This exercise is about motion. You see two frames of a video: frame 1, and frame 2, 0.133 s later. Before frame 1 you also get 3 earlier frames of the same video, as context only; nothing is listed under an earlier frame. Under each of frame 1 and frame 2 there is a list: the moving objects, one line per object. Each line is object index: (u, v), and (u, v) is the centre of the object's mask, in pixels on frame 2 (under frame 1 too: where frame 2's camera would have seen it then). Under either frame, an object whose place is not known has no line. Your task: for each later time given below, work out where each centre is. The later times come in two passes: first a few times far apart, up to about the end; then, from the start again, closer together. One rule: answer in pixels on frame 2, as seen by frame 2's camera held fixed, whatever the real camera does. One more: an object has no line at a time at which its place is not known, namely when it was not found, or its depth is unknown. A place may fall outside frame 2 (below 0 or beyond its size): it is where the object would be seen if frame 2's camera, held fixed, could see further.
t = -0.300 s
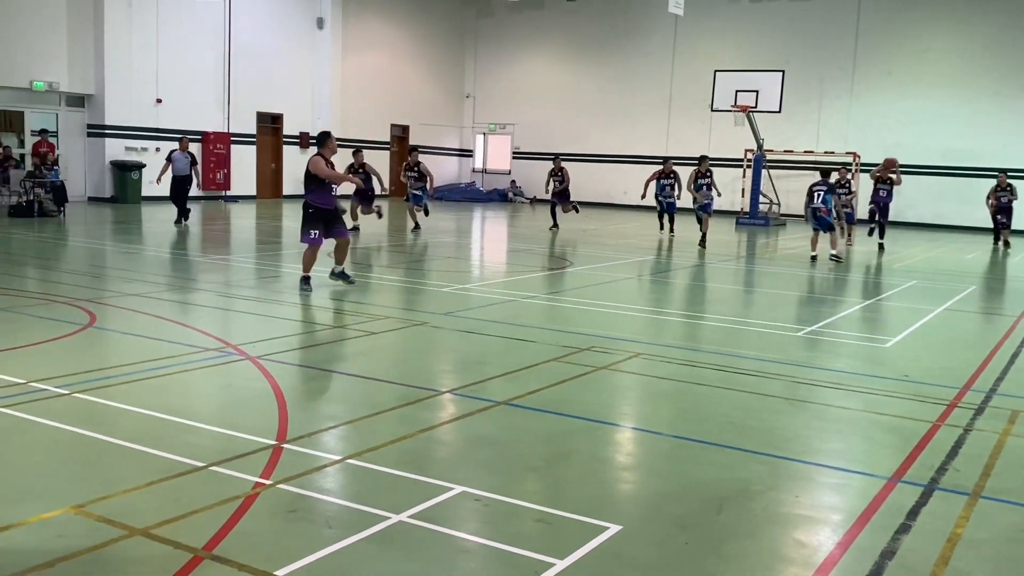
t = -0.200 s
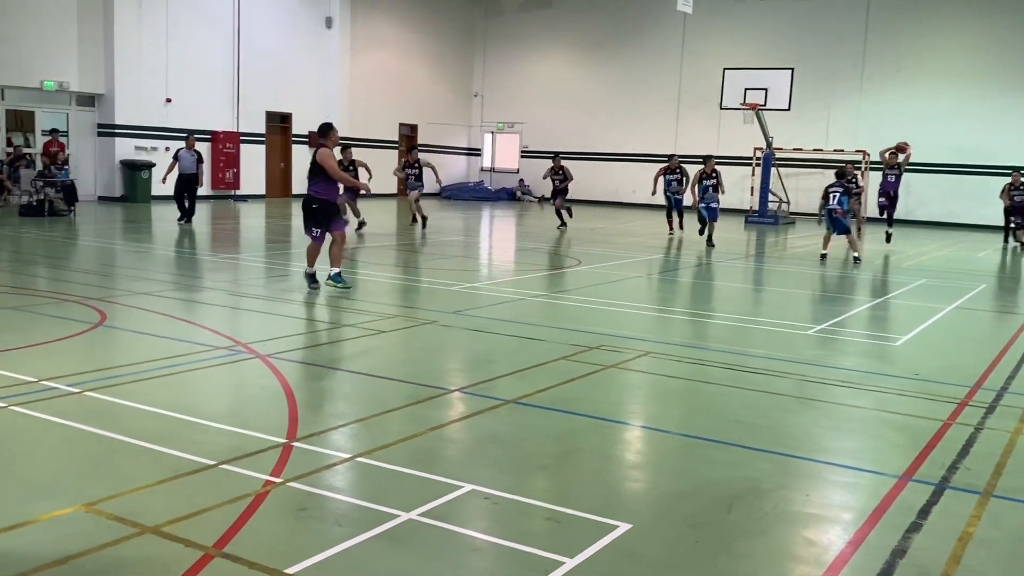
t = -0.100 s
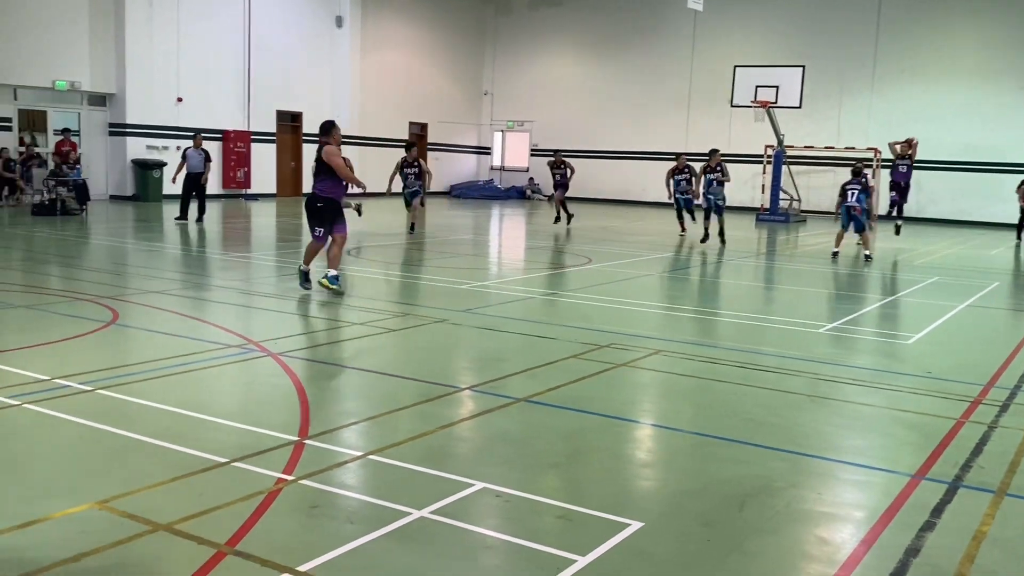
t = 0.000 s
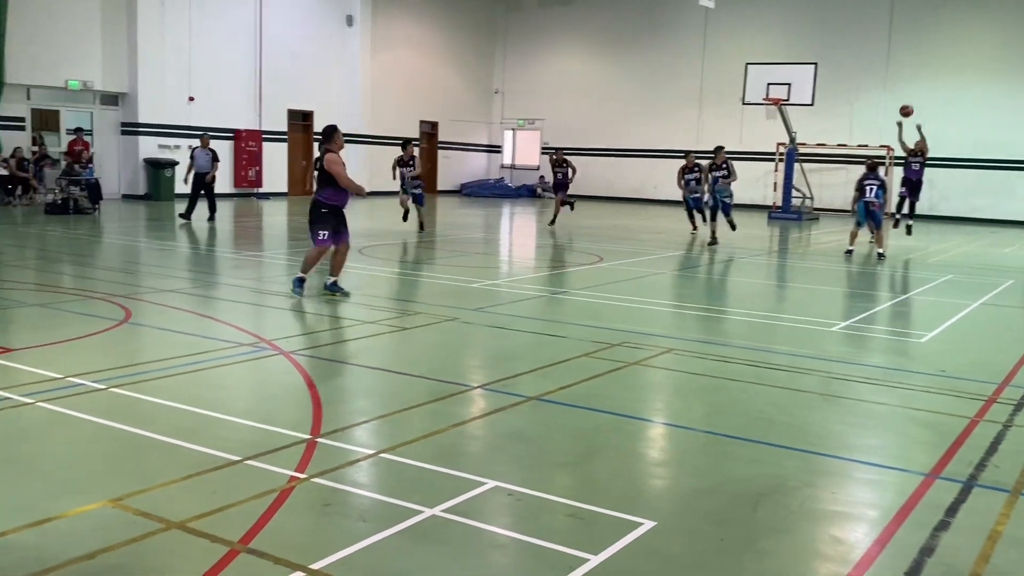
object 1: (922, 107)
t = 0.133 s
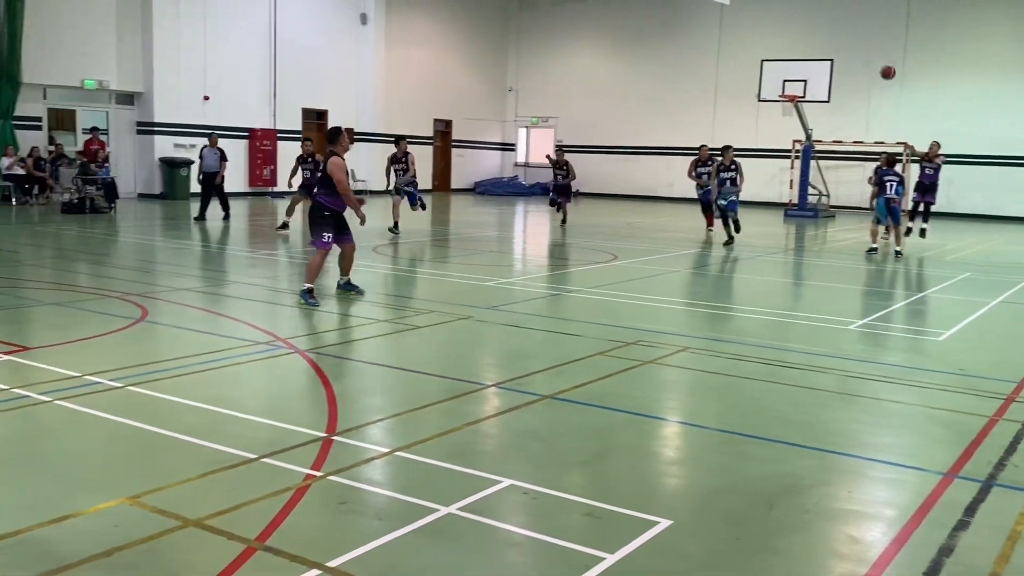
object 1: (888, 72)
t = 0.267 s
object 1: (846, 45)
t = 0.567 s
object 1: (727, 19)
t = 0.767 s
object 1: (619, 42)
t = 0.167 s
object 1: (878, 65)
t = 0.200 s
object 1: (868, 58)
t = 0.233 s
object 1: (857, 51)
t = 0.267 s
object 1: (846, 45)
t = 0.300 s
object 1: (835, 40)
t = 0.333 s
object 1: (823, 35)
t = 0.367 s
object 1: (811, 30)
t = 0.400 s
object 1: (799, 27)
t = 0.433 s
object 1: (785, 23)
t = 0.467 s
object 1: (771, 21)
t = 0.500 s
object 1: (757, 19)
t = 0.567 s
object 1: (727, 19)
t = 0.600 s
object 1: (711, 20)
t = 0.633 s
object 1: (694, 22)
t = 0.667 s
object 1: (677, 25)
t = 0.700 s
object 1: (658, 29)
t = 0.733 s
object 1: (638, 35)
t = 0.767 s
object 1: (619, 42)
